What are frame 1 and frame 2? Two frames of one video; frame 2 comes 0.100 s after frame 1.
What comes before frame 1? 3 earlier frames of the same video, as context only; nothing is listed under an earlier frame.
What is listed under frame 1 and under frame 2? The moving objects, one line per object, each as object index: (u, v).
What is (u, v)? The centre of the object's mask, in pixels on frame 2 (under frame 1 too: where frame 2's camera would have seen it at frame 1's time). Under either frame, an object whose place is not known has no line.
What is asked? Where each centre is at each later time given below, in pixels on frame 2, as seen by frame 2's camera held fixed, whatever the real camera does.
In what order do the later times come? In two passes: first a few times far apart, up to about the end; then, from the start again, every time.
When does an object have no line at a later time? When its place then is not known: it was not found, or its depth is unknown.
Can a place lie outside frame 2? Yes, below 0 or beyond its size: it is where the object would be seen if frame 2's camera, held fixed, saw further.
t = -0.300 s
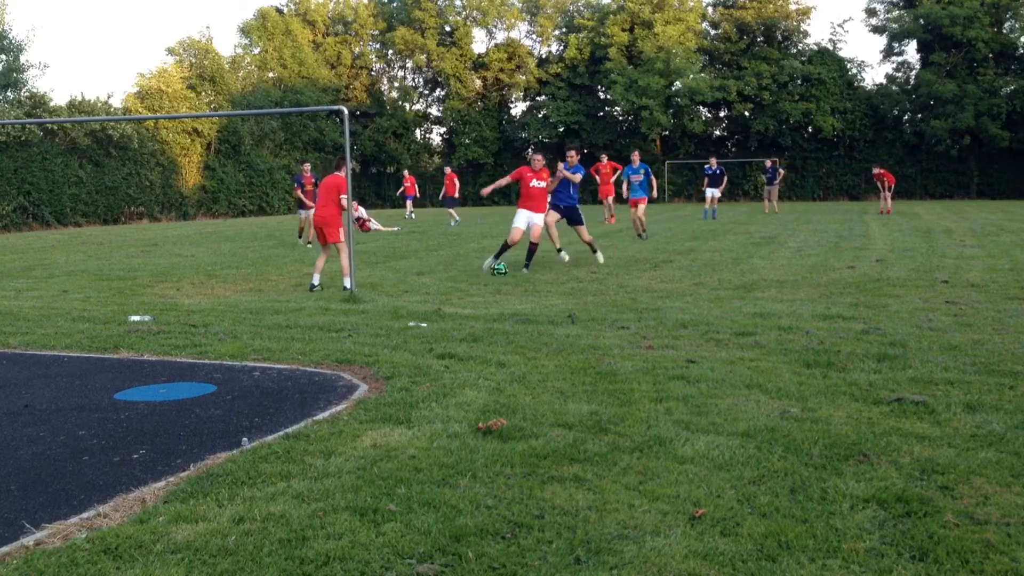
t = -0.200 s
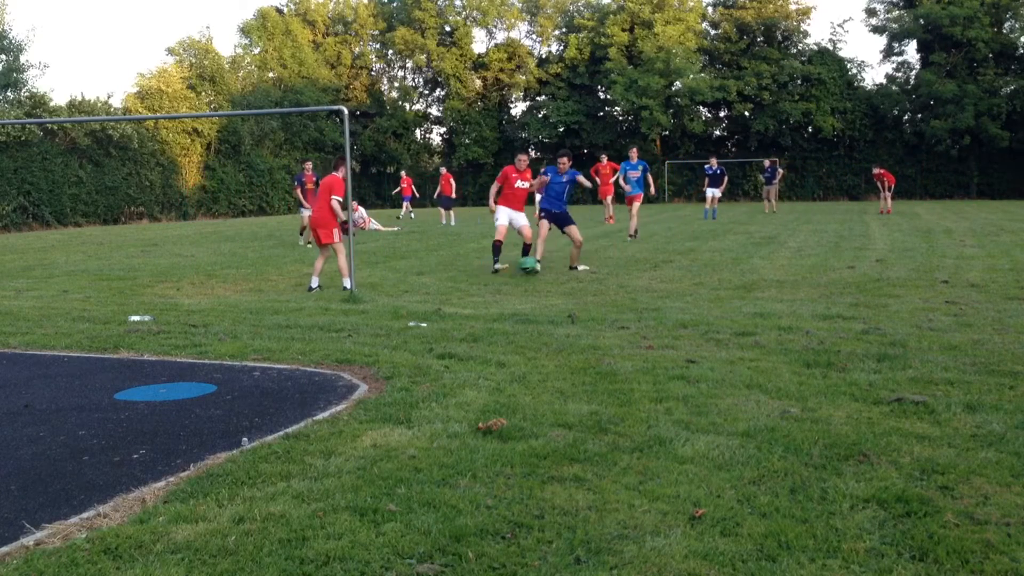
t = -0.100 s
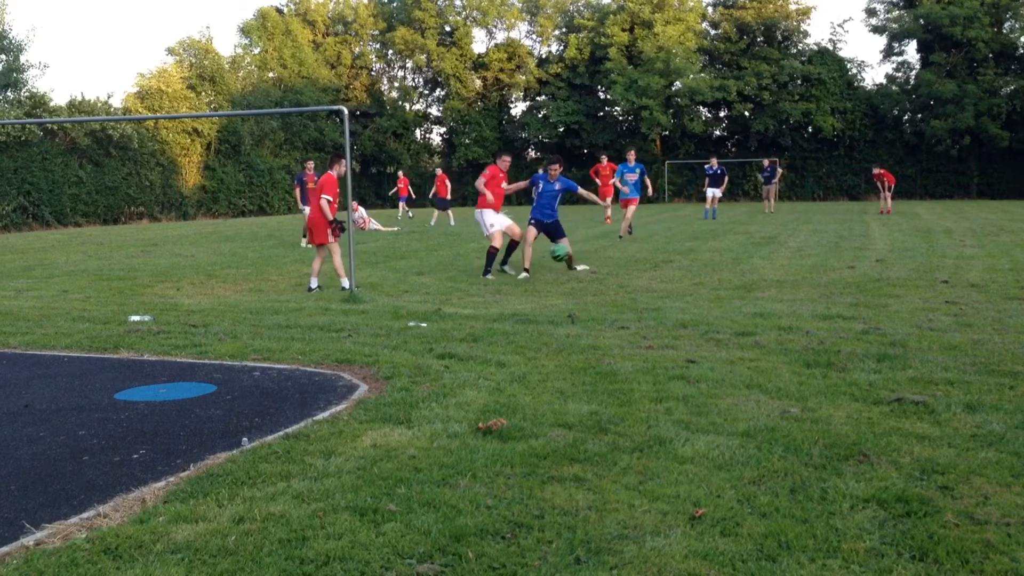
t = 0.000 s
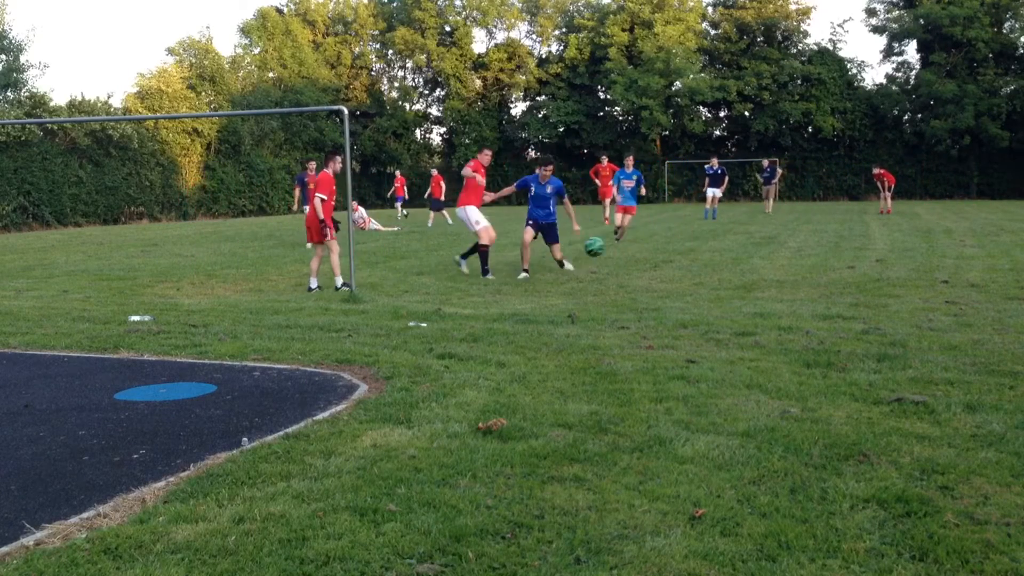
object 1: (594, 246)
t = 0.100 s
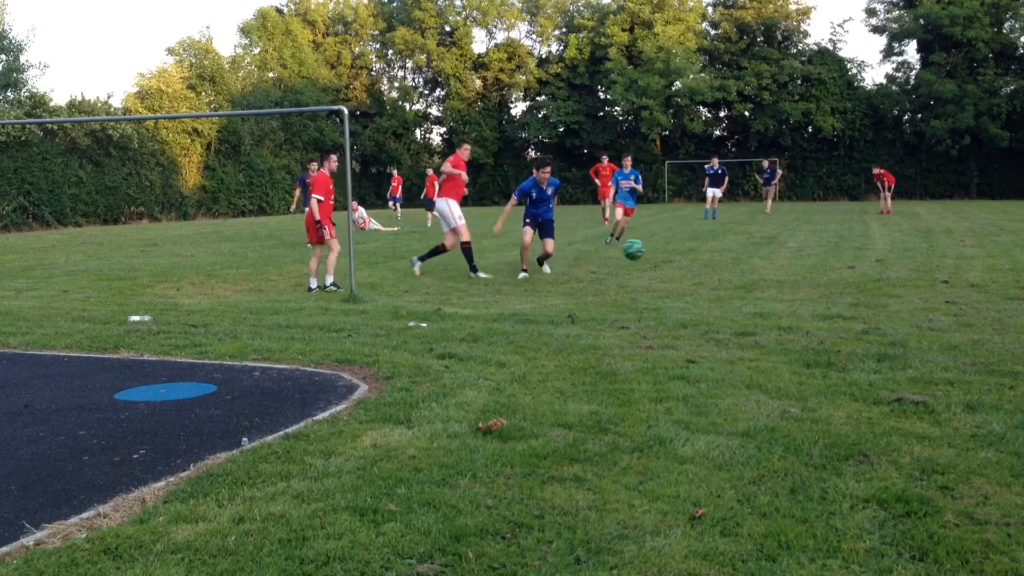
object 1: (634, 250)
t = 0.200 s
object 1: (679, 262)
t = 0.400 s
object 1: (775, 288)
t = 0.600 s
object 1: (859, 278)
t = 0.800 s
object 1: (954, 308)
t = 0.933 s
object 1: (1015, 307)
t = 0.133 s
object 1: (648, 252)
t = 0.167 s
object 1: (663, 257)
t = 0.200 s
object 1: (679, 262)
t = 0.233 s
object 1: (695, 269)
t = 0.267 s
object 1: (711, 277)
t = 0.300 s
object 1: (730, 288)
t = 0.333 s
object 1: (748, 296)
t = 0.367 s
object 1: (761, 293)
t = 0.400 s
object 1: (775, 288)
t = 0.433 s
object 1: (788, 283)
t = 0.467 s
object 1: (801, 280)
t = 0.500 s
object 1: (815, 277)
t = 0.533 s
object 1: (829, 276)
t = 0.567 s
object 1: (844, 276)
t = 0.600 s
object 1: (859, 278)
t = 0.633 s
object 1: (874, 281)
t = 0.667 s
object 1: (889, 285)
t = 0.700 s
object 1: (905, 291)
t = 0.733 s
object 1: (922, 299)
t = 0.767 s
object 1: (937, 306)
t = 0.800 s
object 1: (954, 308)
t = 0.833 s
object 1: (971, 306)
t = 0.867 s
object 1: (988, 306)
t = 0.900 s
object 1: (1004, 306)
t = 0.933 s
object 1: (1015, 307)
